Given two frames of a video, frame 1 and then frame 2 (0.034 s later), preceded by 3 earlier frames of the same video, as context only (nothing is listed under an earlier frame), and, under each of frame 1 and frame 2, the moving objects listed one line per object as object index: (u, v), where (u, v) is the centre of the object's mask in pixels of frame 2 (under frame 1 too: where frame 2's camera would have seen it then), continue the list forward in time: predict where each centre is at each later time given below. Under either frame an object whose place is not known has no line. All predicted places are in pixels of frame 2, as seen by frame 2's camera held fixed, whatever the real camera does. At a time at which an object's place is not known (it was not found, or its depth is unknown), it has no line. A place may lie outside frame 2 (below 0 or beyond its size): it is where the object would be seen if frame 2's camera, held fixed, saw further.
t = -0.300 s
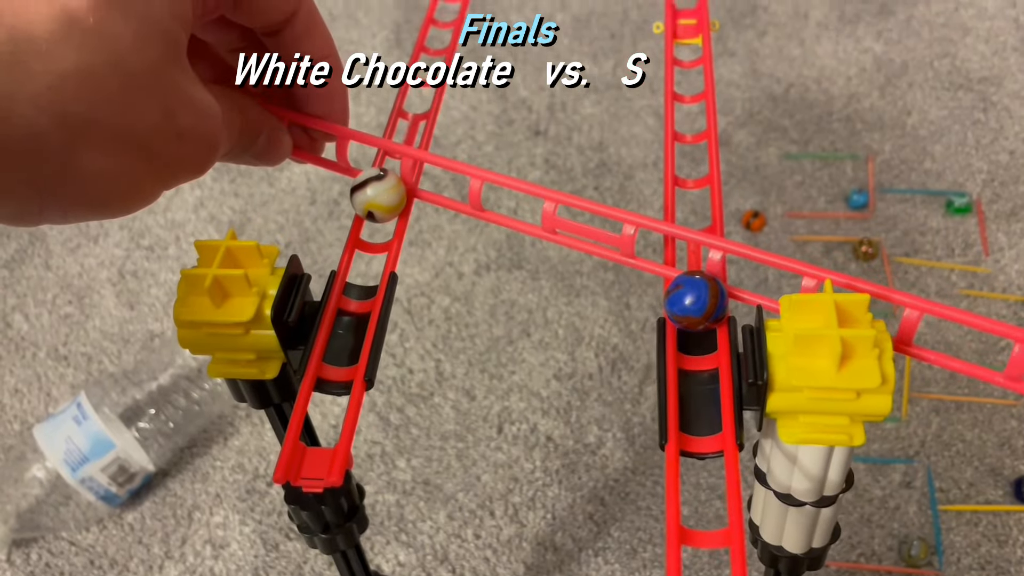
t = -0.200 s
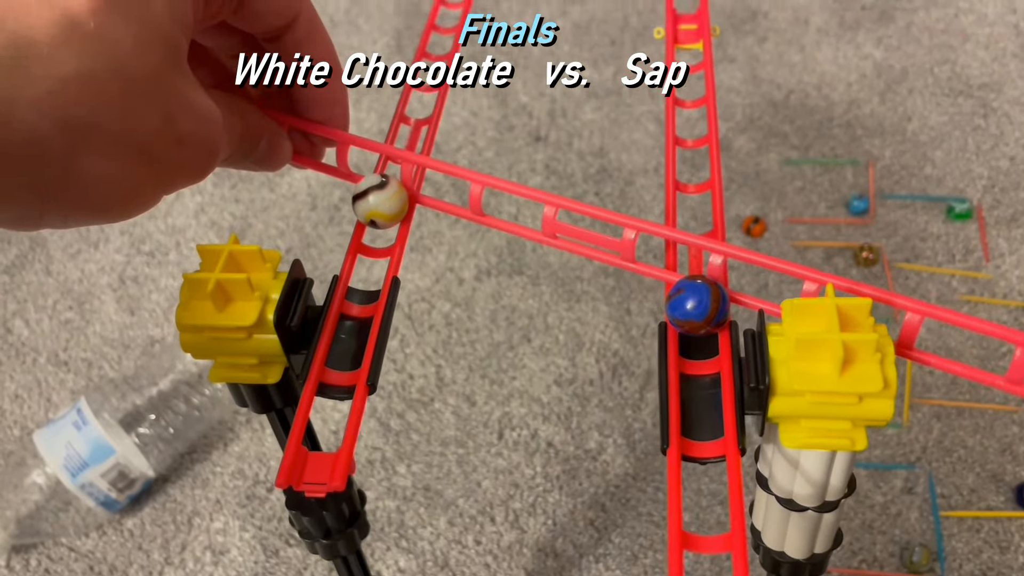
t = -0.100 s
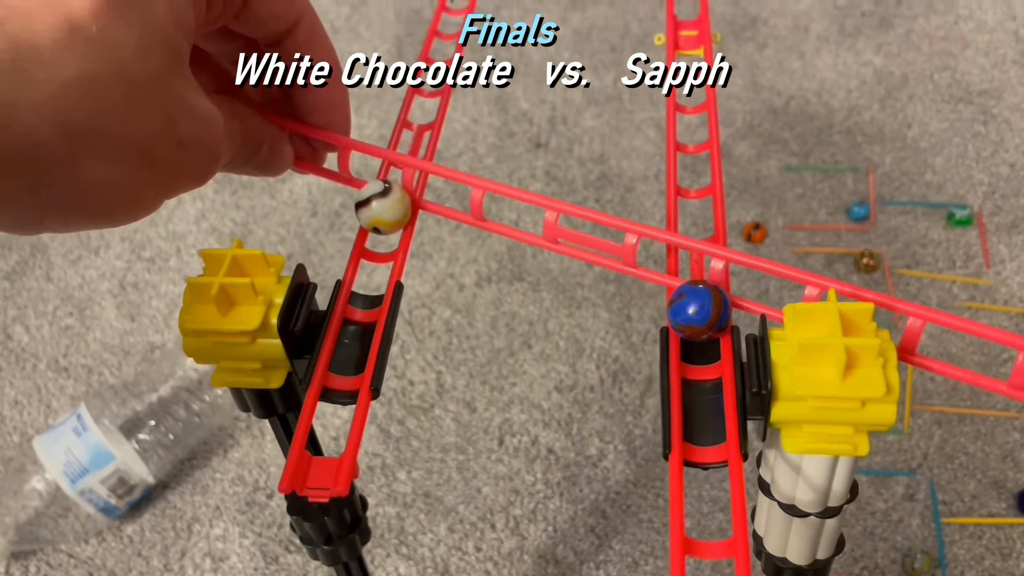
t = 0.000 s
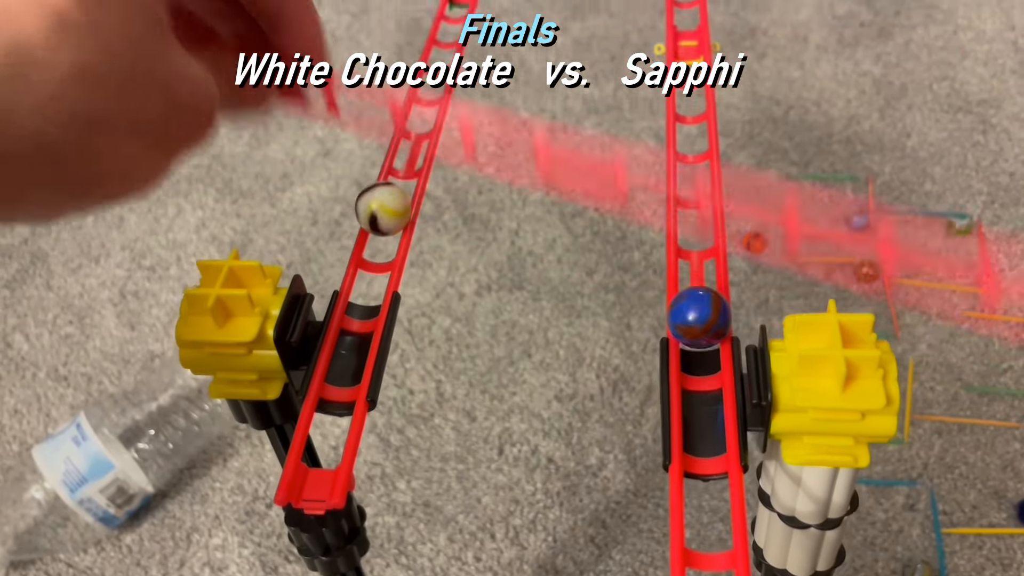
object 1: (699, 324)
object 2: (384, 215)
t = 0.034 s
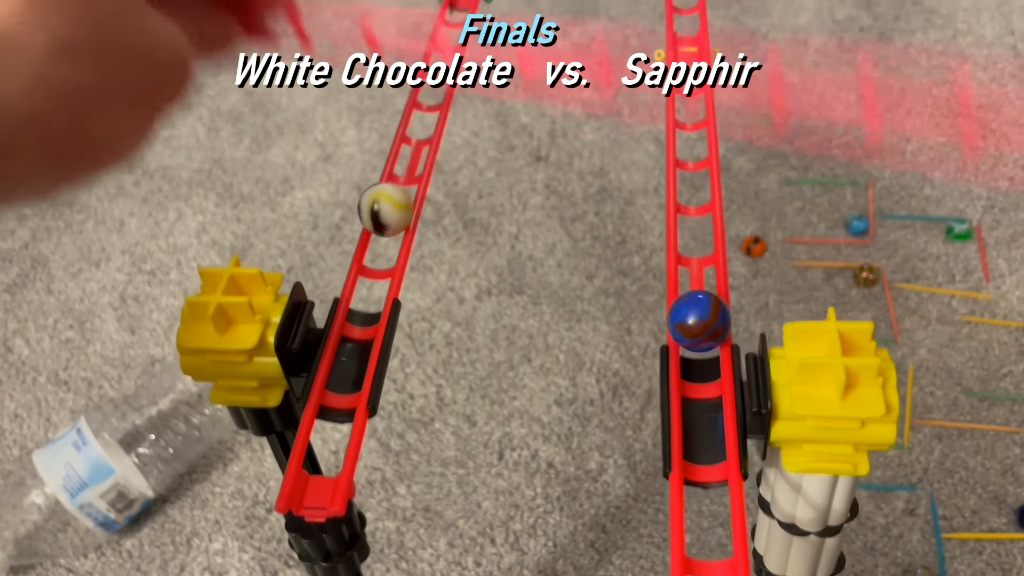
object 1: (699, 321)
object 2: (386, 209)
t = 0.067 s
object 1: (699, 318)
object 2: (389, 205)
